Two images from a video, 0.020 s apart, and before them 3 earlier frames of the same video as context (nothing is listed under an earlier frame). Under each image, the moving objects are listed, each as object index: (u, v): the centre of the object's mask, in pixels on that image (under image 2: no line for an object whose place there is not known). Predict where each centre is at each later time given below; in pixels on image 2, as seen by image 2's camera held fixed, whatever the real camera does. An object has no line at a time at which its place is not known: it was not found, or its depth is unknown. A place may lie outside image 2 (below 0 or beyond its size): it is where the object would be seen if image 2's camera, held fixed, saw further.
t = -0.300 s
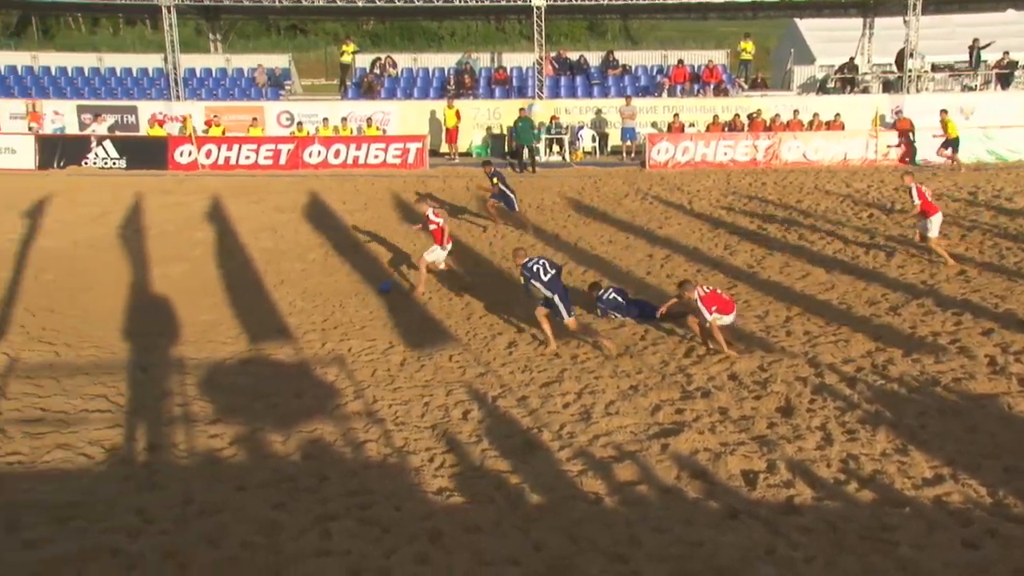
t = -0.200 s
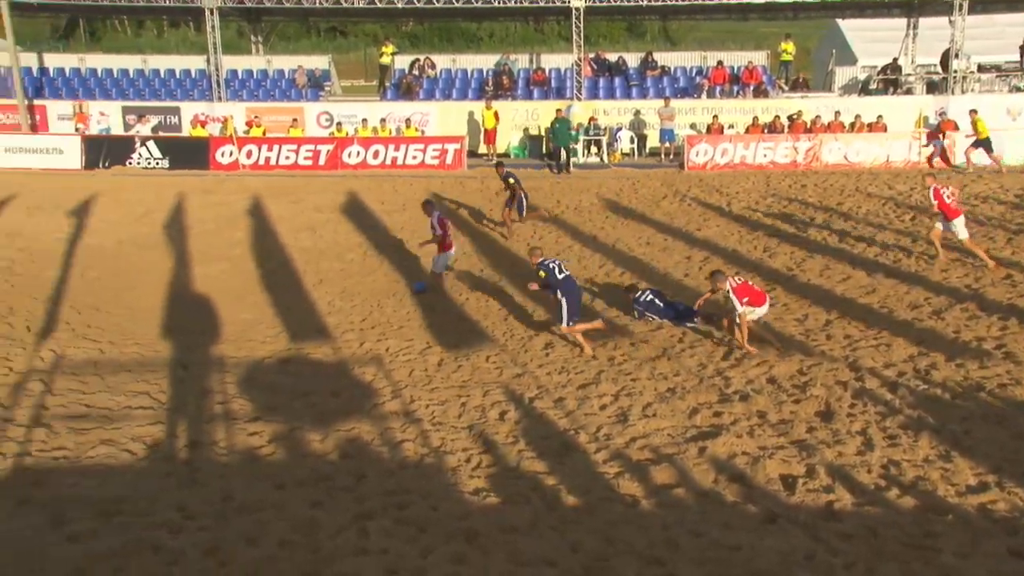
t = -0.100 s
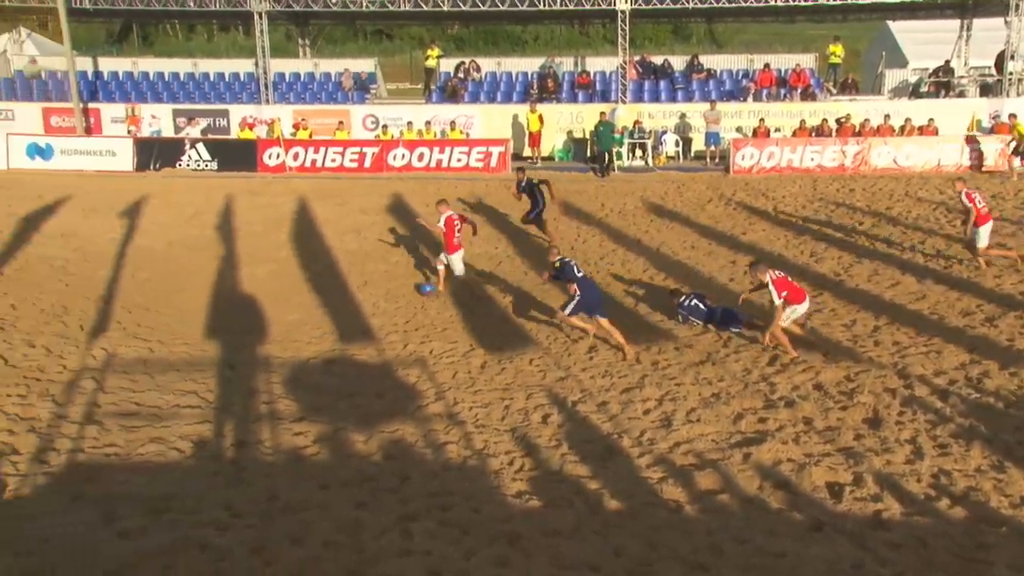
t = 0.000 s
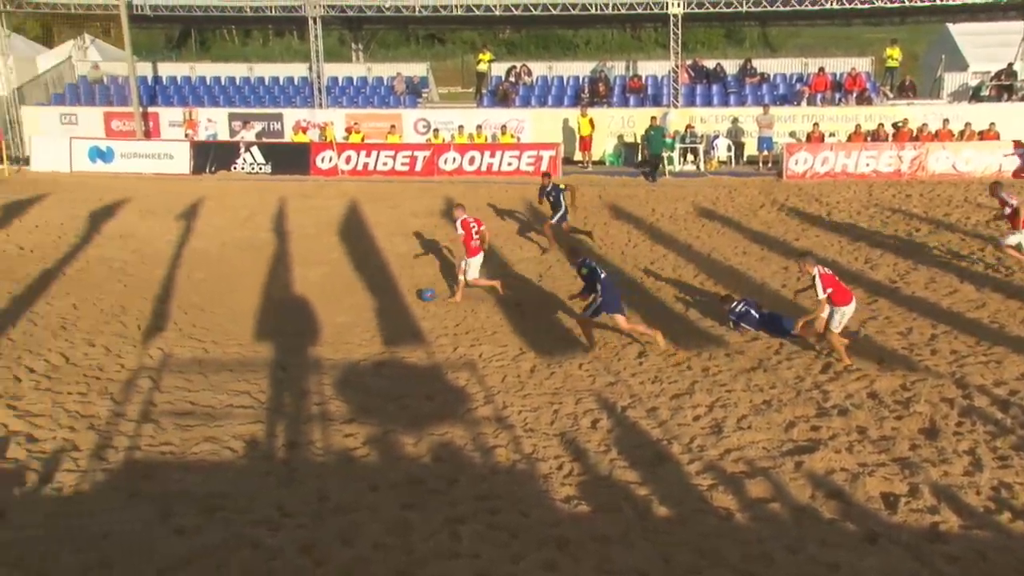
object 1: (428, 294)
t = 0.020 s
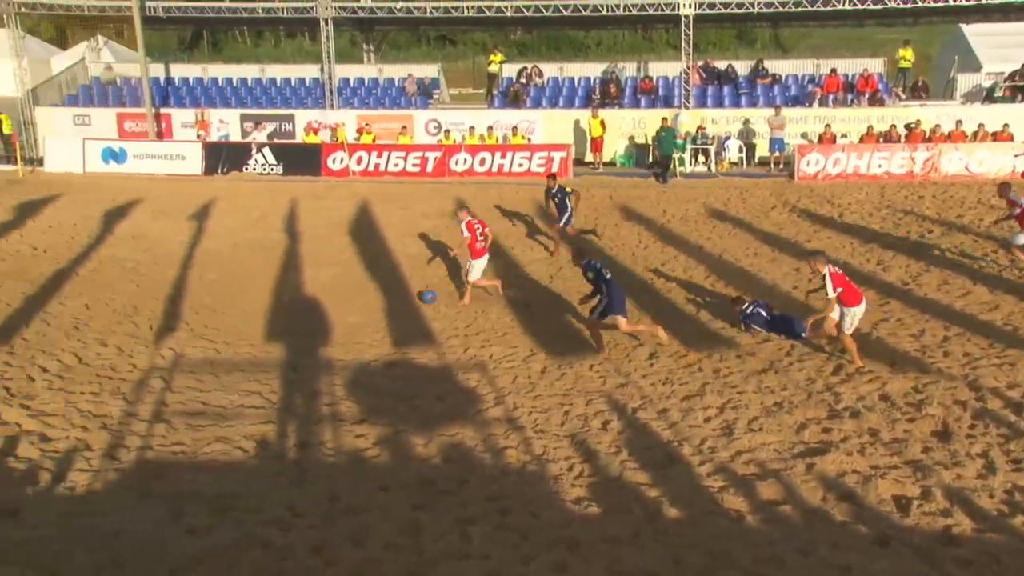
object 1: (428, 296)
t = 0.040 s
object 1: (420, 298)
